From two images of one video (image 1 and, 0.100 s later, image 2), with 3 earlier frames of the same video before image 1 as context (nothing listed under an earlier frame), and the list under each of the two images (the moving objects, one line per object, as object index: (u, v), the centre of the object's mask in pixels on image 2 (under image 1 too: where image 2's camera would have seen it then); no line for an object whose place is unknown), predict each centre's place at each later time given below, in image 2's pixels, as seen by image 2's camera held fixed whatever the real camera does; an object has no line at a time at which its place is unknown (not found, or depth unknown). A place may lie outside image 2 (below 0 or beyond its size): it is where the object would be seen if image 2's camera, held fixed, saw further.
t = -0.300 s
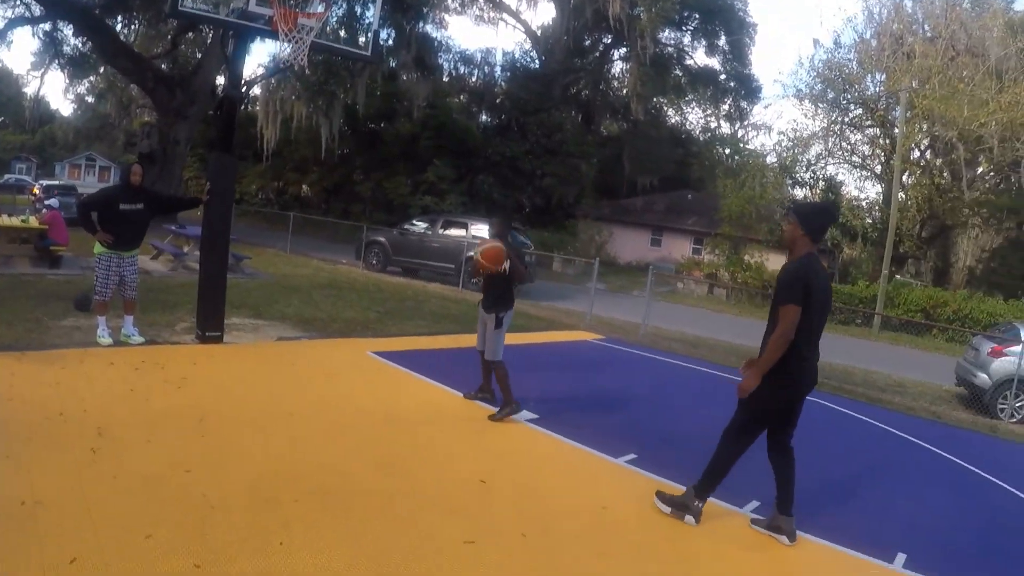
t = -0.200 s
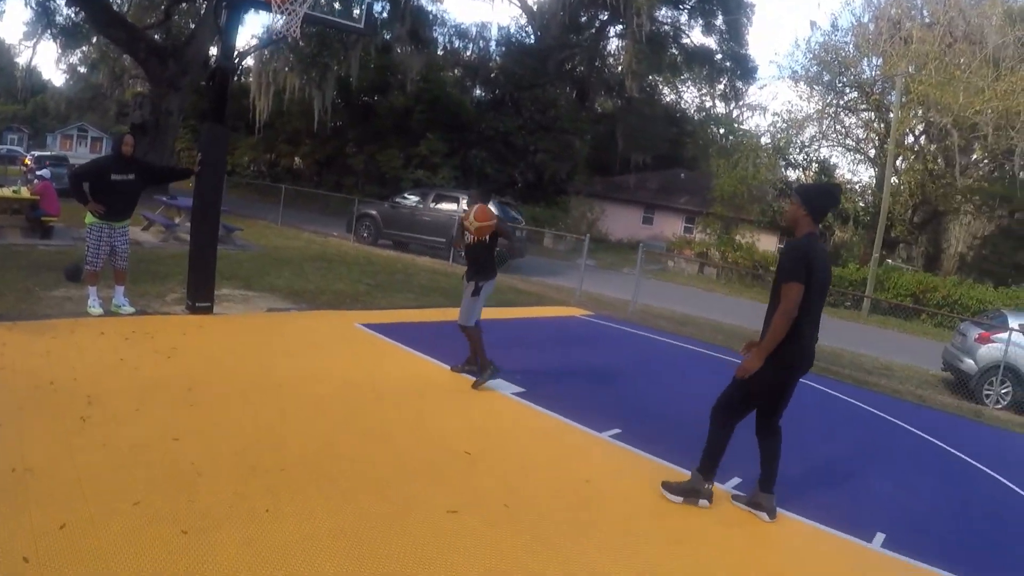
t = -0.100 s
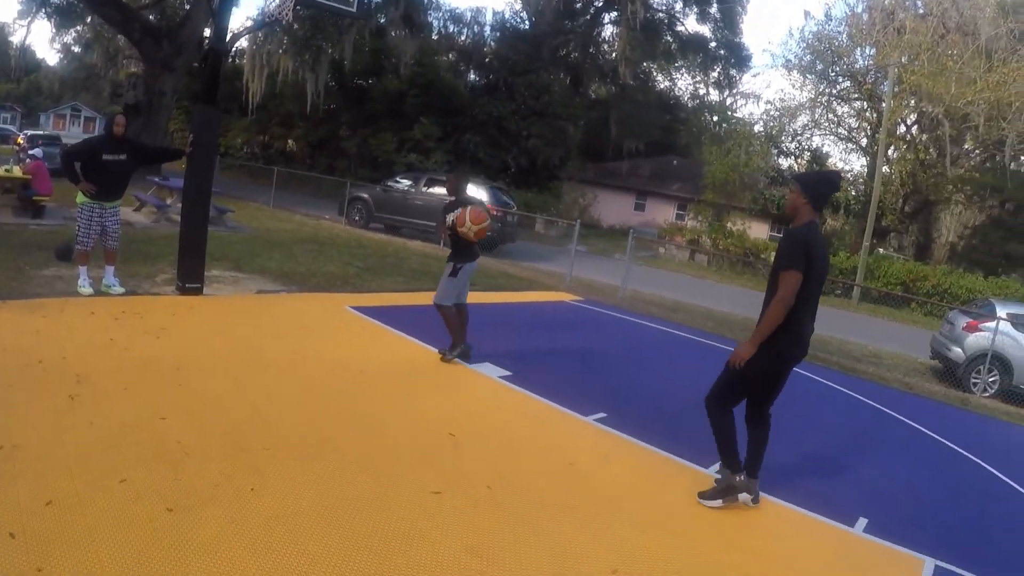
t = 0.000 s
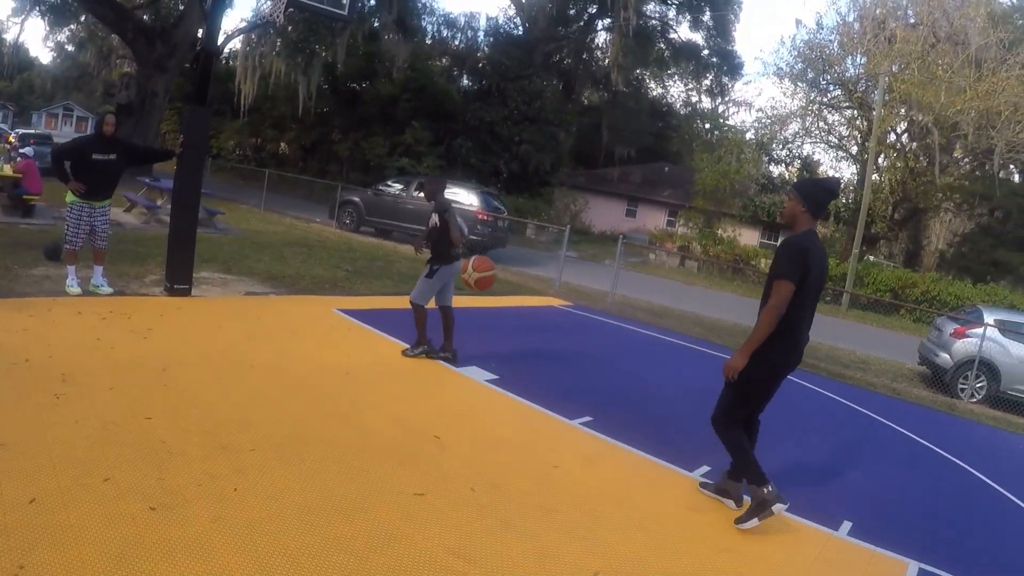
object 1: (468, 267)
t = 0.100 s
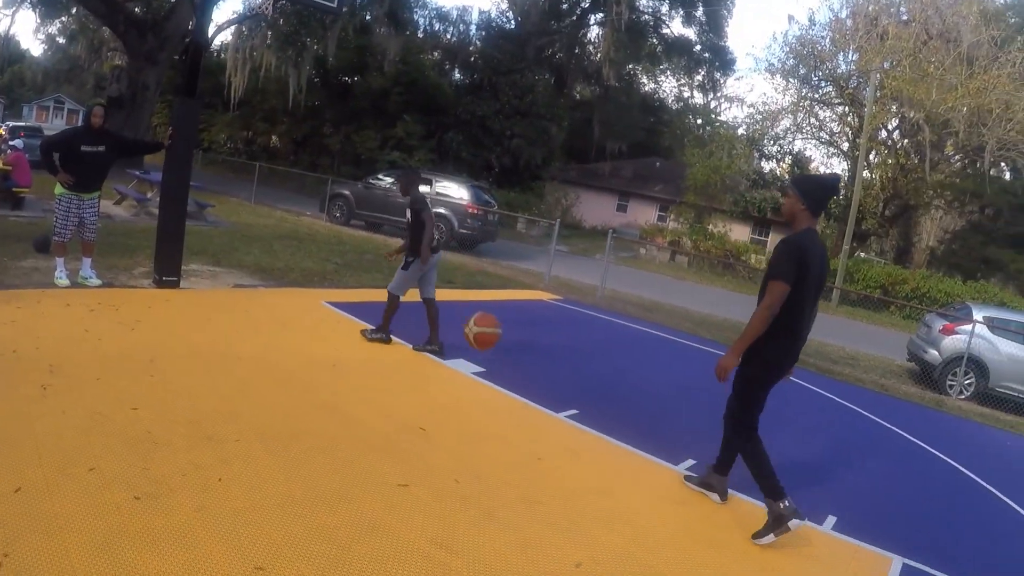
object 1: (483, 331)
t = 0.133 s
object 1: (488, 356)
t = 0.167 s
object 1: (494, 384)
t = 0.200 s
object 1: (499, 412)
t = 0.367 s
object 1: (535, 341)
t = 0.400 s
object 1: (542, 329)
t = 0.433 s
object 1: (550, 320)
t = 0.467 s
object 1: (556, 312)
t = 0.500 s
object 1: (562, 306)
